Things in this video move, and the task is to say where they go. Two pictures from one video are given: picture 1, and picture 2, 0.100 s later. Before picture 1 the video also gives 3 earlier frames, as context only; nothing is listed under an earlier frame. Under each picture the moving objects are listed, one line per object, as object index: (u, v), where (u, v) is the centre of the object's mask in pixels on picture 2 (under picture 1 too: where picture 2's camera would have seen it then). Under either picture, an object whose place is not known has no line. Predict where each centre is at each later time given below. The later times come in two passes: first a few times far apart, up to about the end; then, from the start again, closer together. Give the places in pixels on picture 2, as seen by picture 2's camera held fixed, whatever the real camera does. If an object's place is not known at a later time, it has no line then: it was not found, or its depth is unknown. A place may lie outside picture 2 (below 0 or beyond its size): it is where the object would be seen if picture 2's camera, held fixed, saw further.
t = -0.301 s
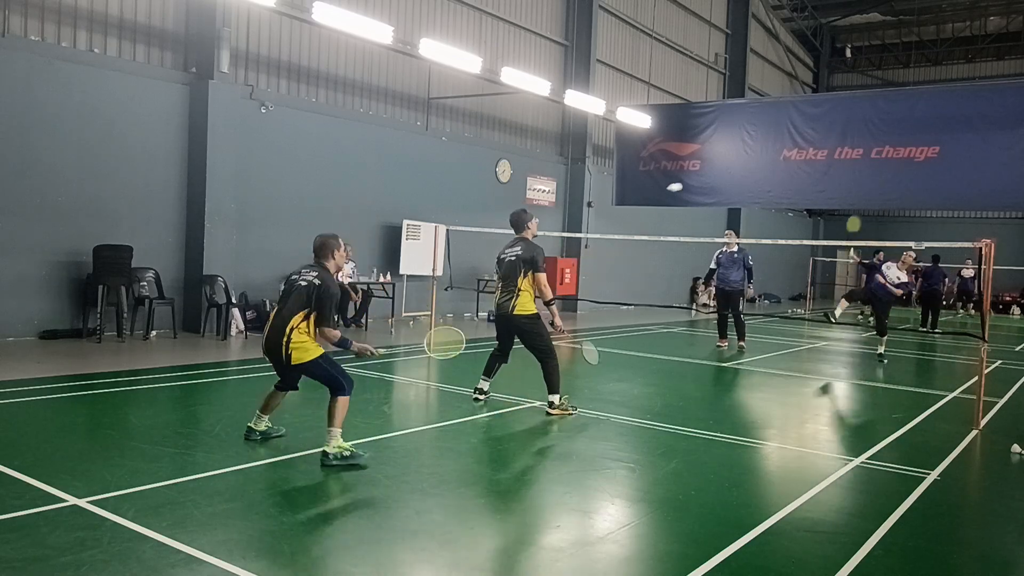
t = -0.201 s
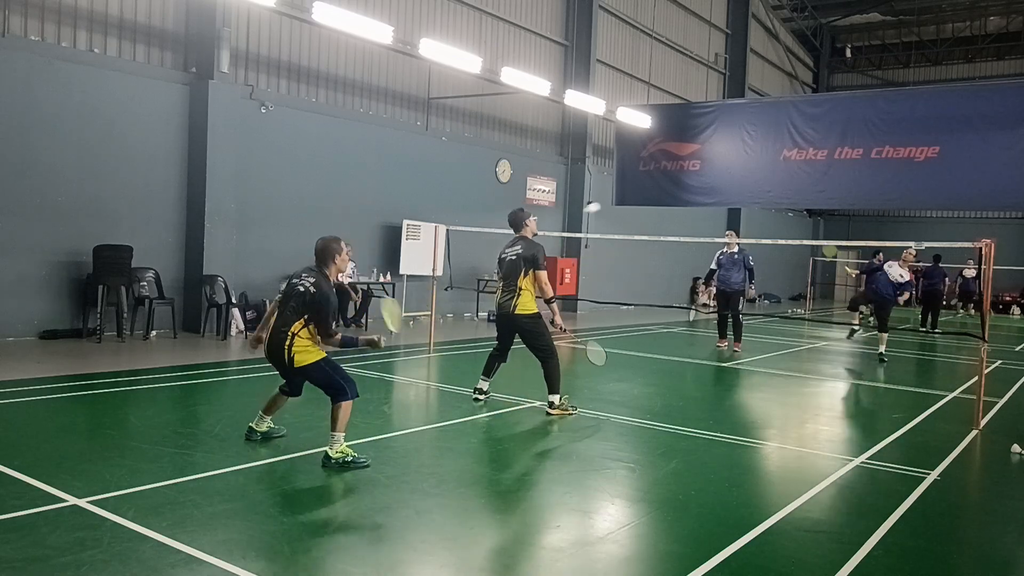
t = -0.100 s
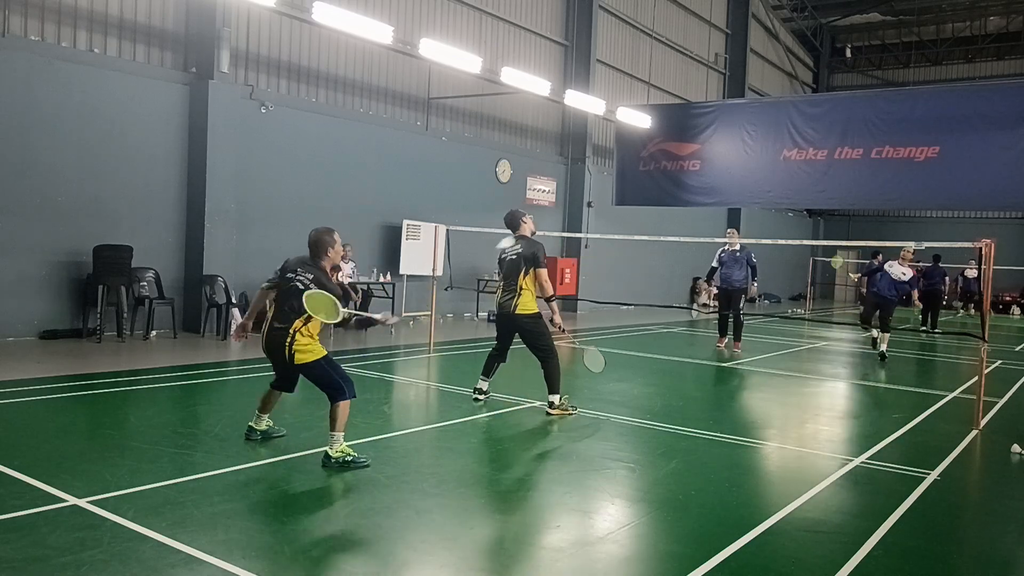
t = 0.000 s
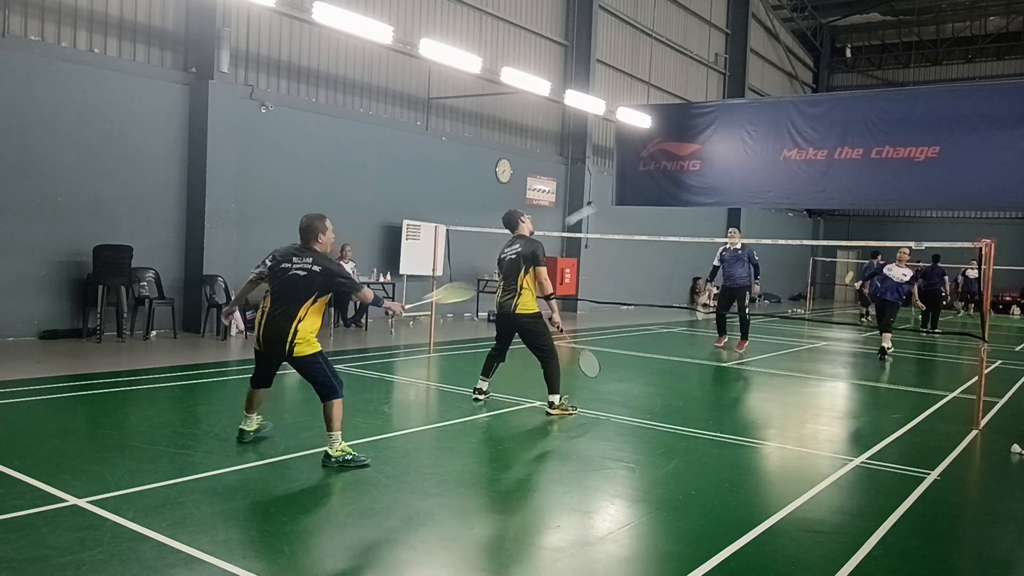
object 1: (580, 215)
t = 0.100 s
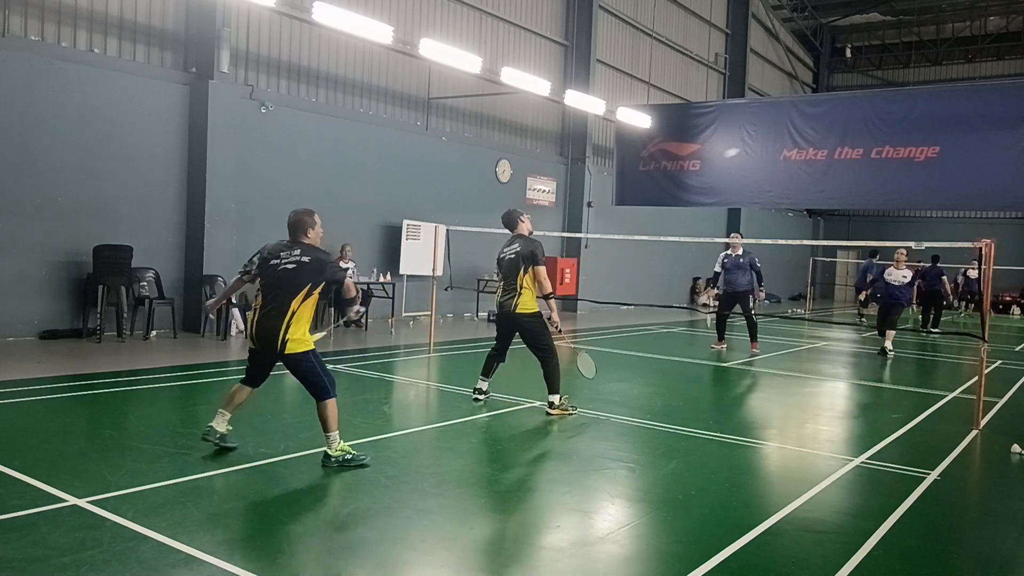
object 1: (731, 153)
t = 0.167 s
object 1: (783, 135)
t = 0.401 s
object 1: (871, 130)
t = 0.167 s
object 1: (783, 135)
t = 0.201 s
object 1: (801, 130)
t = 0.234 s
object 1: (817, 128)
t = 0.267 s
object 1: (831, 126)
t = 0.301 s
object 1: (843, 125)
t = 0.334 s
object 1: (853, 125)
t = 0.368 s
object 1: (863, 127)
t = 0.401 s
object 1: (871, 130)
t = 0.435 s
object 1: (879, 132)
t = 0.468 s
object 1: (885, 136)
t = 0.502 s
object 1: (892, 140)
